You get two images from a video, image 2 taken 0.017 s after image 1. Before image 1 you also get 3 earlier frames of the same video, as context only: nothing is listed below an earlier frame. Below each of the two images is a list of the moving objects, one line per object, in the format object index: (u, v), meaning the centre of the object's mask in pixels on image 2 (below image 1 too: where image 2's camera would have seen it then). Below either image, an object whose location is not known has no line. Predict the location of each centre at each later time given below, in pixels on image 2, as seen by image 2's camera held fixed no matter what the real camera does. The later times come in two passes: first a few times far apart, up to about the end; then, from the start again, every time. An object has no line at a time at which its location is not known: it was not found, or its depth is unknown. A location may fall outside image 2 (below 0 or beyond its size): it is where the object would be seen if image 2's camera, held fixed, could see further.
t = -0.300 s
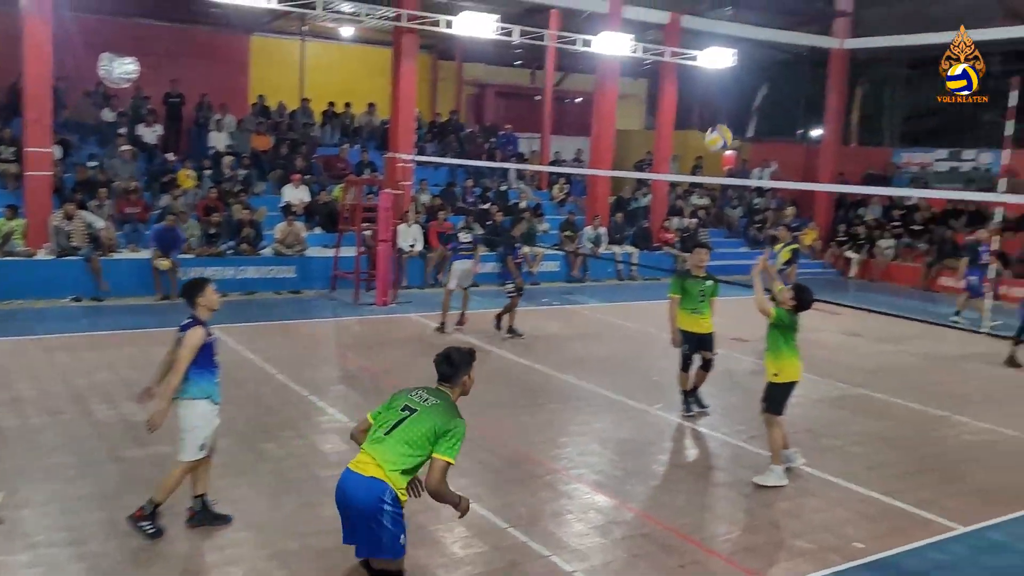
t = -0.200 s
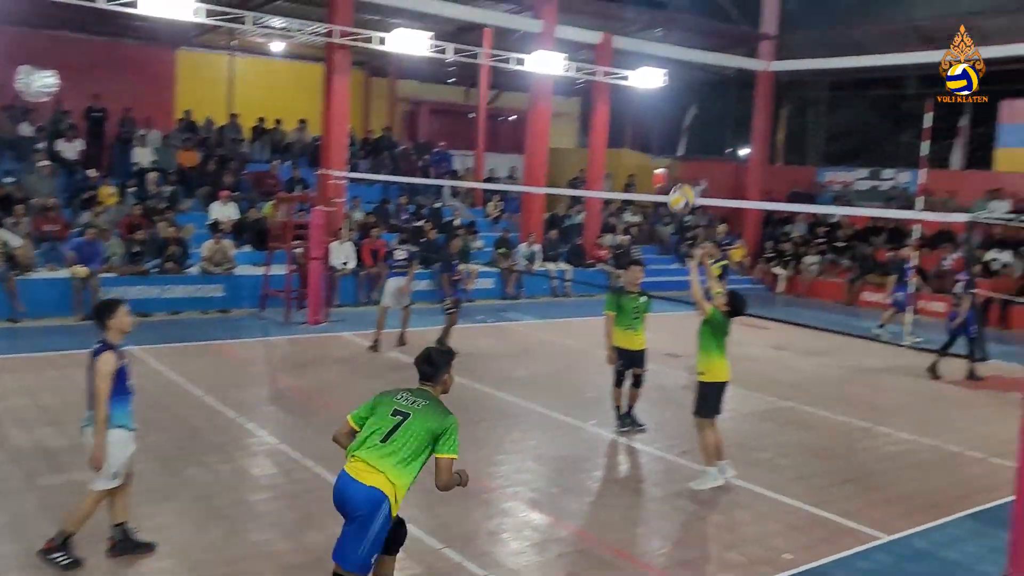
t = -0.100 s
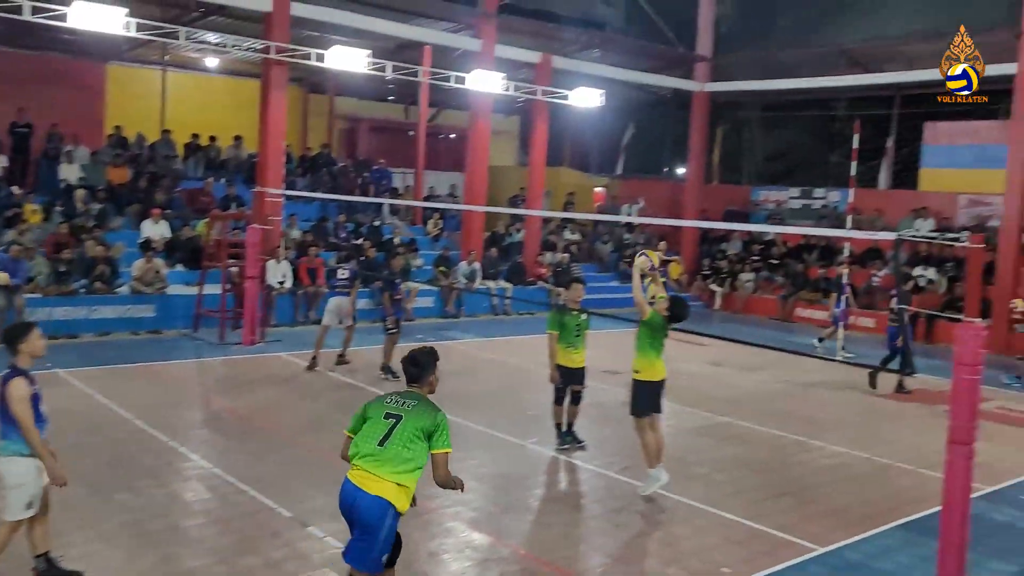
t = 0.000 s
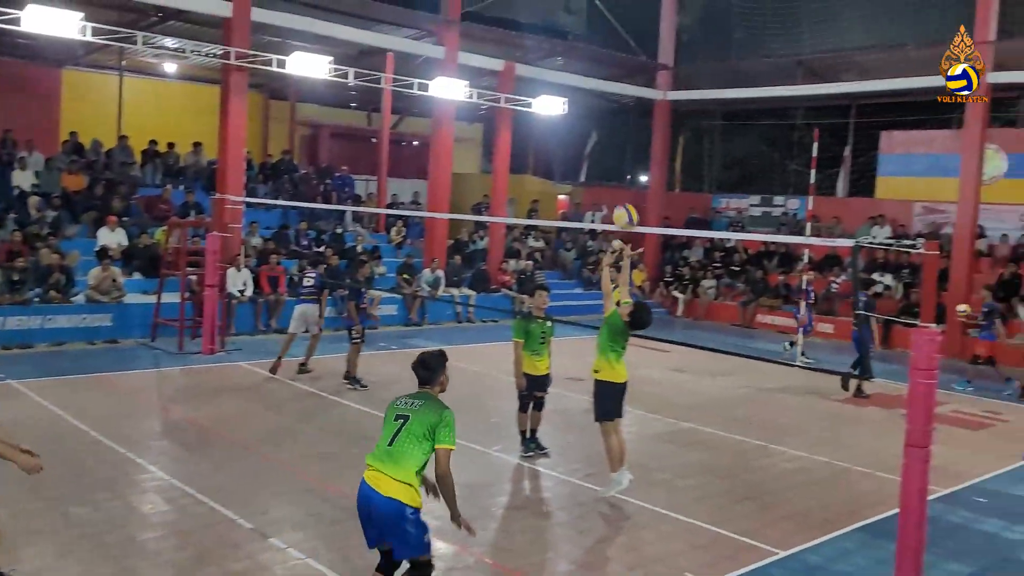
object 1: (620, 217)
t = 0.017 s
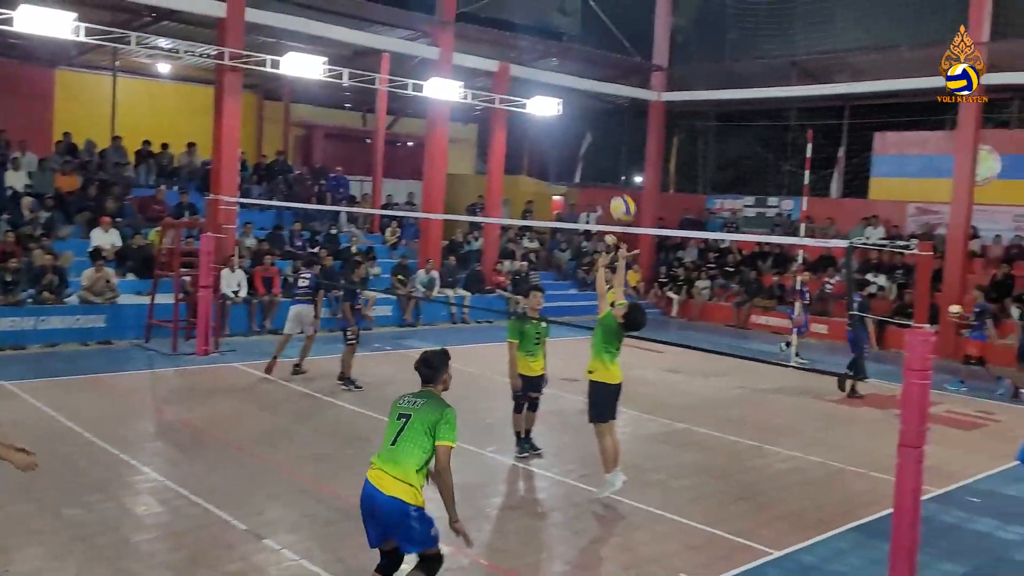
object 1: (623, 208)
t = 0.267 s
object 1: (660, 96)
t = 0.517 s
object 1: (694, 55)
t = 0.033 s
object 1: (626, 198)
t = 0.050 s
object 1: (628, 189)
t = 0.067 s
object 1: (631, 180)
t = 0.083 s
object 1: (634, 172)
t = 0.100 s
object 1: (636, 162)
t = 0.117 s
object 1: (638, 154)
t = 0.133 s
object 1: (641, 147)
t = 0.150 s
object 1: (644, 139)
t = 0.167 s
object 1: (646, 132)
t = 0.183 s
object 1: (649, 125)
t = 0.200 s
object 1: (652, 118)
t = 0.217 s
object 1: (654, 112)
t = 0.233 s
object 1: (657, 107)
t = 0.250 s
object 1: (659, 101)
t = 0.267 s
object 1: (660, 96)
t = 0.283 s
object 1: (662, 90)
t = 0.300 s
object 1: (665, 85)
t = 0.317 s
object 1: (667, 81)
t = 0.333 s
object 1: (669, 78)
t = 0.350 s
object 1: (672, 74)
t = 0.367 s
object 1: (674, 70)
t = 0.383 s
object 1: (677, 67)
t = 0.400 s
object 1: (679, 65)
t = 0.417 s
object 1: (681, 62)
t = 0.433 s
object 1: (684, 60)
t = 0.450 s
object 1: (687, 58)
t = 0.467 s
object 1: (689, 57)
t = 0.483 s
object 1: (691, 56)
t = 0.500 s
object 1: (692, 55)
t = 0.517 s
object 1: (694, 55)
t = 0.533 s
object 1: (696, 54)
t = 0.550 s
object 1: (698, 55)
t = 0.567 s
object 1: (700, 55)
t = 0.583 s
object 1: (702, 56)
